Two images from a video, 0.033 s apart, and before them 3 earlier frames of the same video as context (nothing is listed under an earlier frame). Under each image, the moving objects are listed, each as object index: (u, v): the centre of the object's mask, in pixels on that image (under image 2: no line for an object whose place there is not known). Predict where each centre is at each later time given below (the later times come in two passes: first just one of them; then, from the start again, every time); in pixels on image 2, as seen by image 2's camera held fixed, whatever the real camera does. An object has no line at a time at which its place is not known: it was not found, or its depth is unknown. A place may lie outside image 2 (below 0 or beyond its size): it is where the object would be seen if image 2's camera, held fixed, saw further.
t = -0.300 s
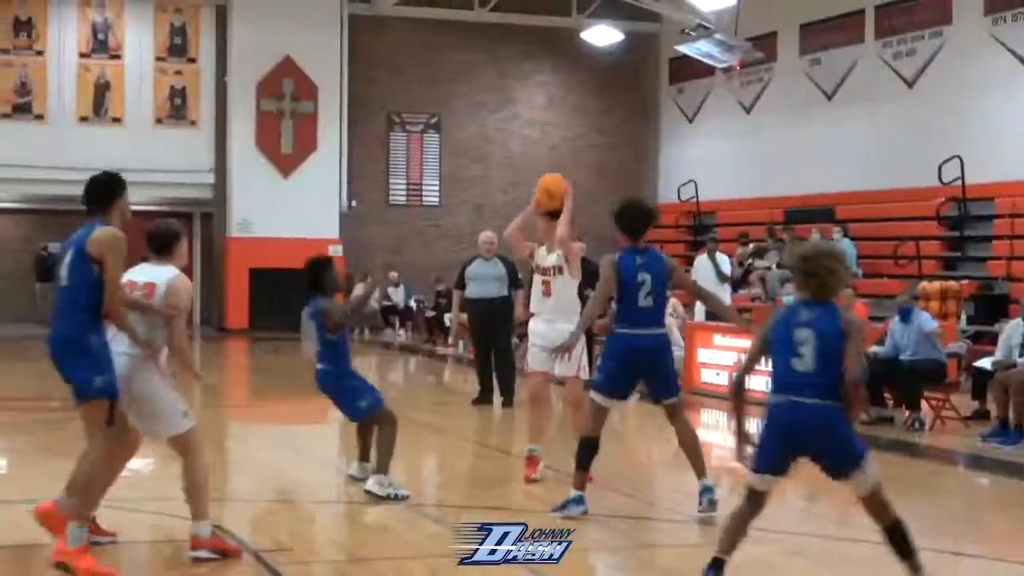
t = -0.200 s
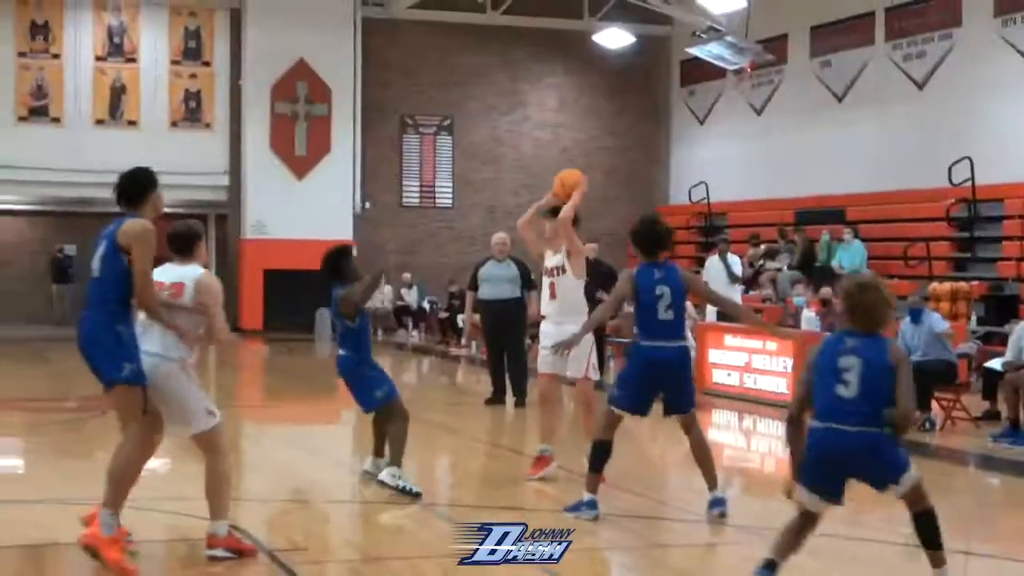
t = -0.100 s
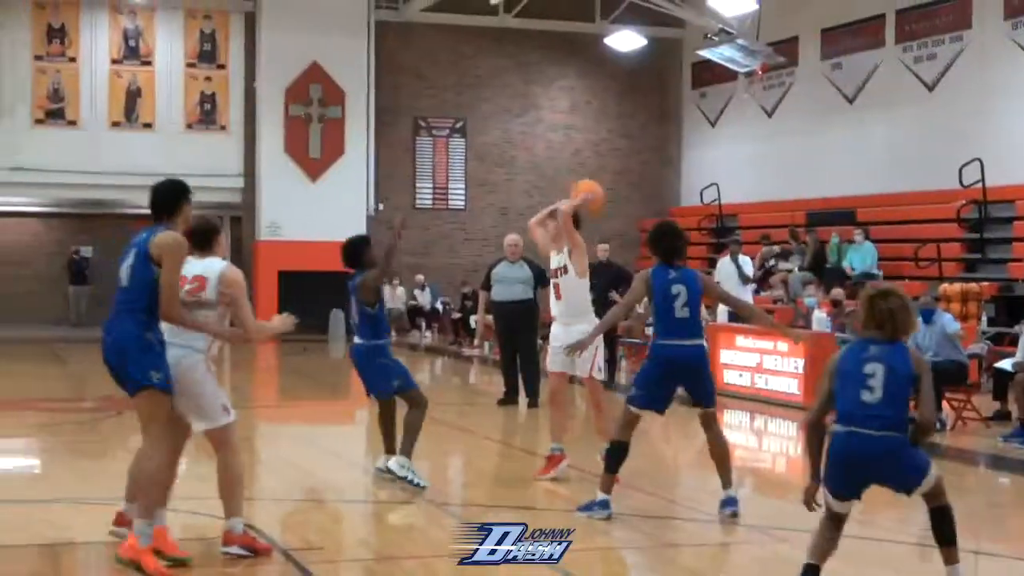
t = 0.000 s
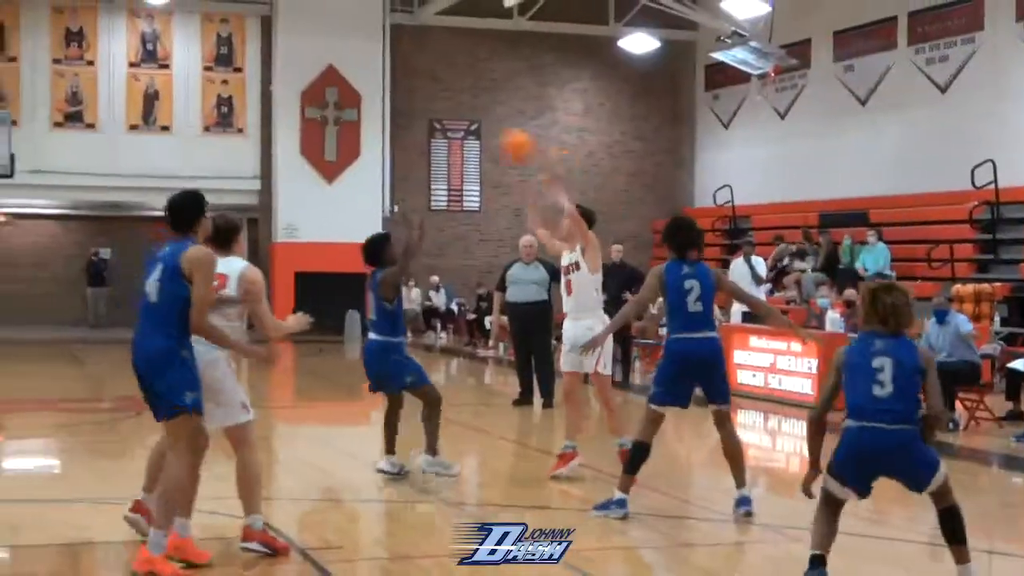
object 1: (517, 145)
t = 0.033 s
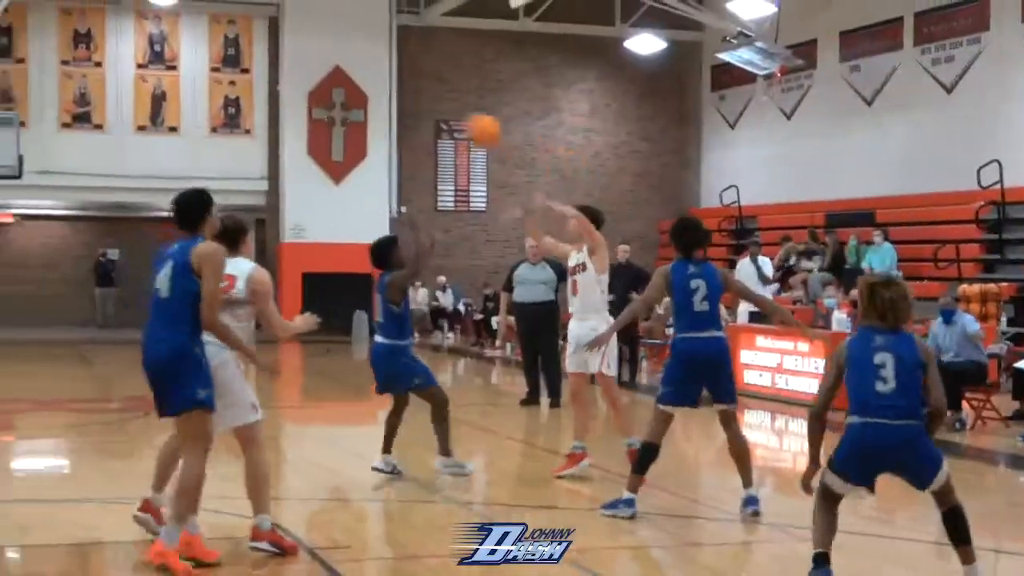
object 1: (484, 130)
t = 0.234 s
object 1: (232, 57)
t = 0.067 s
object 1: (443, 115)
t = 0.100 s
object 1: (403, 105)
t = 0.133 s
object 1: (361, 91)
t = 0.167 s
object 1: (323, 80)
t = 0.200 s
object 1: (277, 66)
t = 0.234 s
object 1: (232, 57)
